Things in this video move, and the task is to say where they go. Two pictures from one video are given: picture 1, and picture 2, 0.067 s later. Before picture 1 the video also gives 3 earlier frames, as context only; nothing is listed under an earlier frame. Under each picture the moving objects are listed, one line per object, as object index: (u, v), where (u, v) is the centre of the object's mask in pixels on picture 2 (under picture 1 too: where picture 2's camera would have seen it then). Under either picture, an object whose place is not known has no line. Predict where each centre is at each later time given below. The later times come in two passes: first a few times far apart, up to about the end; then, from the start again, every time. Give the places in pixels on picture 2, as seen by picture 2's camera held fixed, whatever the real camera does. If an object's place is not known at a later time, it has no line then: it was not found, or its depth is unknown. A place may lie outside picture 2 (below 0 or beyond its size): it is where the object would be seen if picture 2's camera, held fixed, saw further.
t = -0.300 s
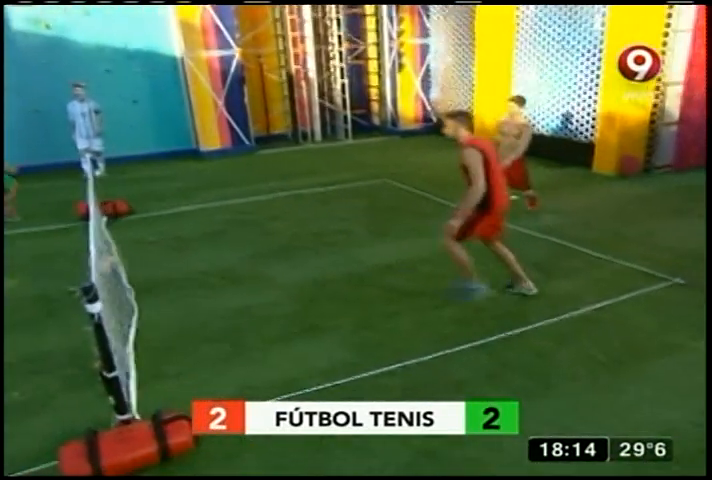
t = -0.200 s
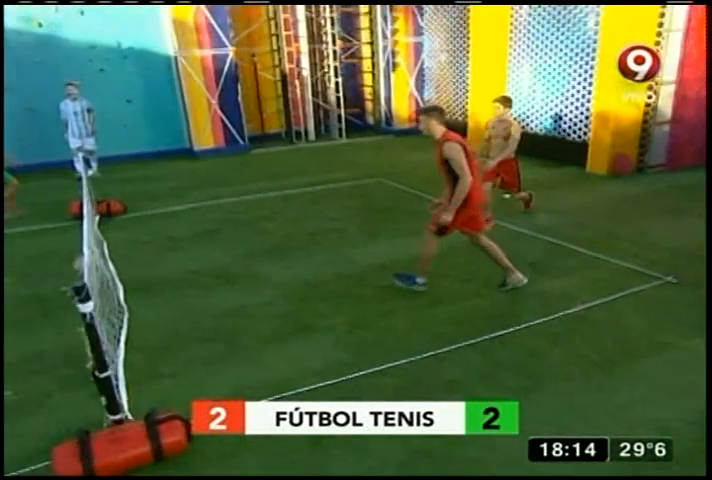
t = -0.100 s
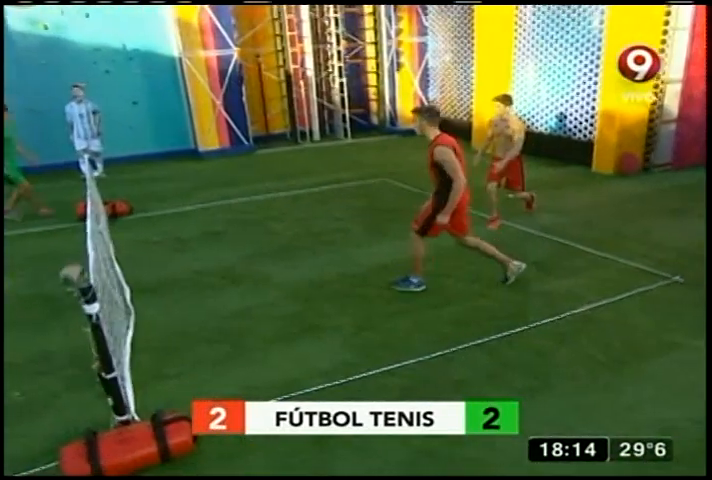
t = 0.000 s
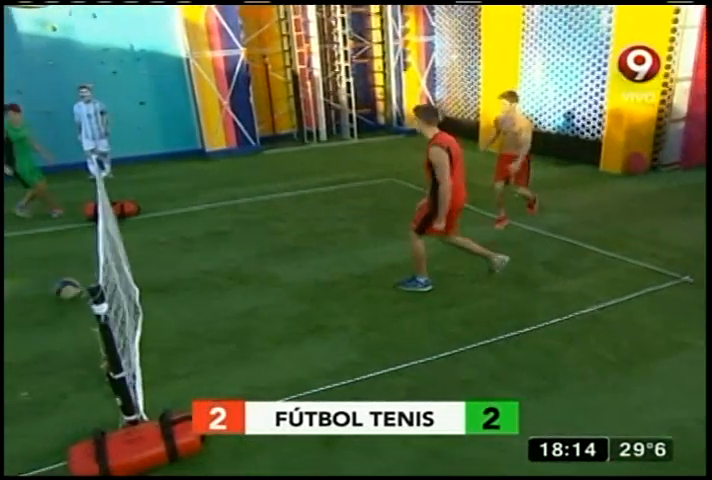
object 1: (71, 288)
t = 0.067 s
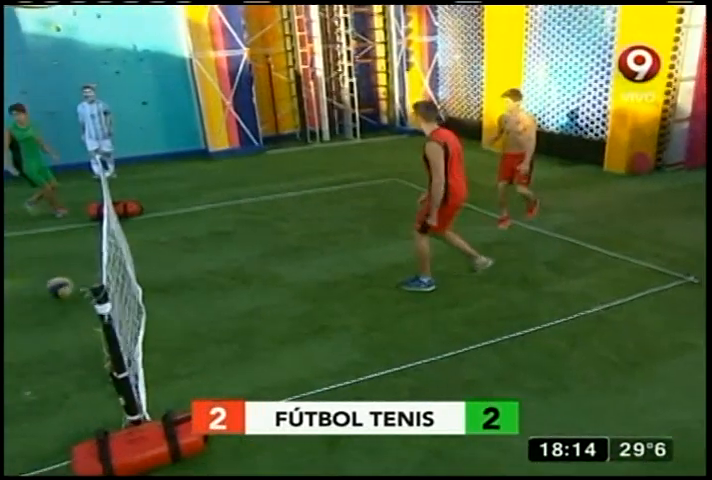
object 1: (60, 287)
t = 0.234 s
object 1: (36, 301)
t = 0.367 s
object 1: (11, 309)
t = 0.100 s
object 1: (54, 288)
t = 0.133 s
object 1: (49, 291)
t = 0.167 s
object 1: (44, 294)
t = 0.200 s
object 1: (40, 298)
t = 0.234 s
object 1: (36, 301)
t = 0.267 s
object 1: (29, 302)
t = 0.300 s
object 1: (21, 302)
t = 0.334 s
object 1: (15, 305)
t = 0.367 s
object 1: (11, 309)
